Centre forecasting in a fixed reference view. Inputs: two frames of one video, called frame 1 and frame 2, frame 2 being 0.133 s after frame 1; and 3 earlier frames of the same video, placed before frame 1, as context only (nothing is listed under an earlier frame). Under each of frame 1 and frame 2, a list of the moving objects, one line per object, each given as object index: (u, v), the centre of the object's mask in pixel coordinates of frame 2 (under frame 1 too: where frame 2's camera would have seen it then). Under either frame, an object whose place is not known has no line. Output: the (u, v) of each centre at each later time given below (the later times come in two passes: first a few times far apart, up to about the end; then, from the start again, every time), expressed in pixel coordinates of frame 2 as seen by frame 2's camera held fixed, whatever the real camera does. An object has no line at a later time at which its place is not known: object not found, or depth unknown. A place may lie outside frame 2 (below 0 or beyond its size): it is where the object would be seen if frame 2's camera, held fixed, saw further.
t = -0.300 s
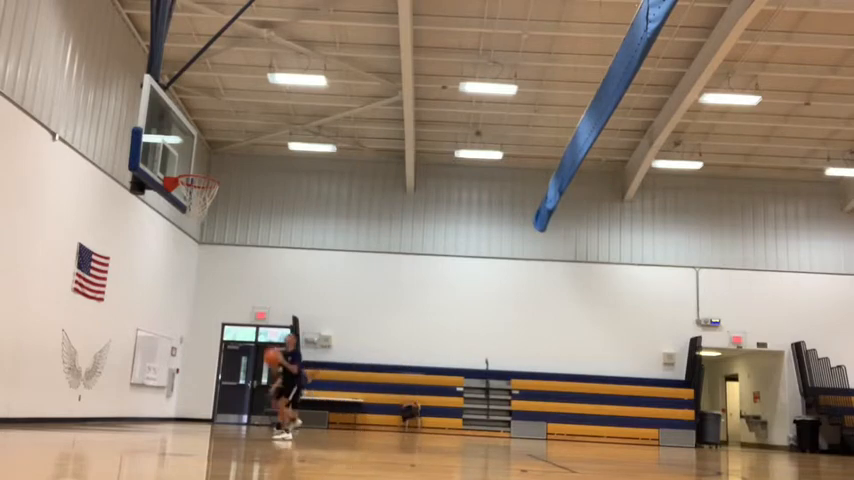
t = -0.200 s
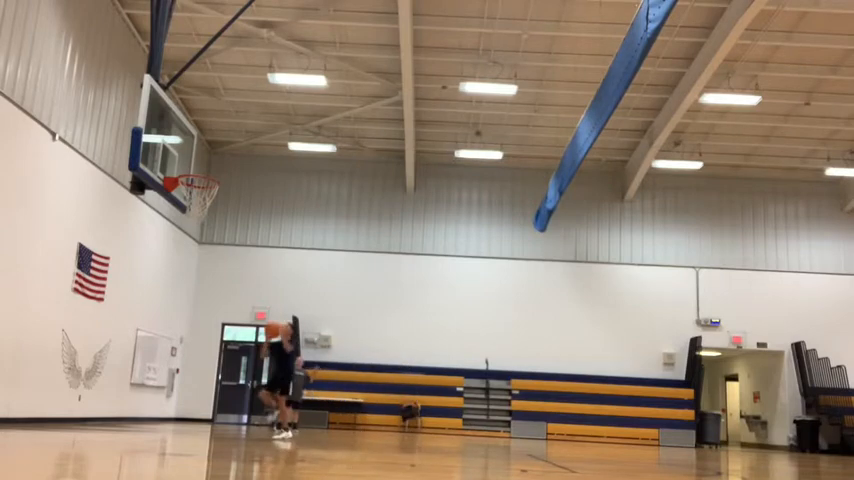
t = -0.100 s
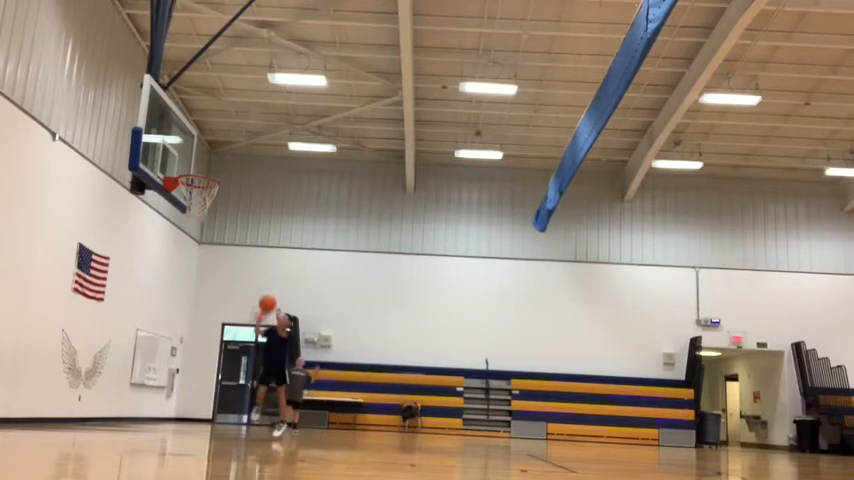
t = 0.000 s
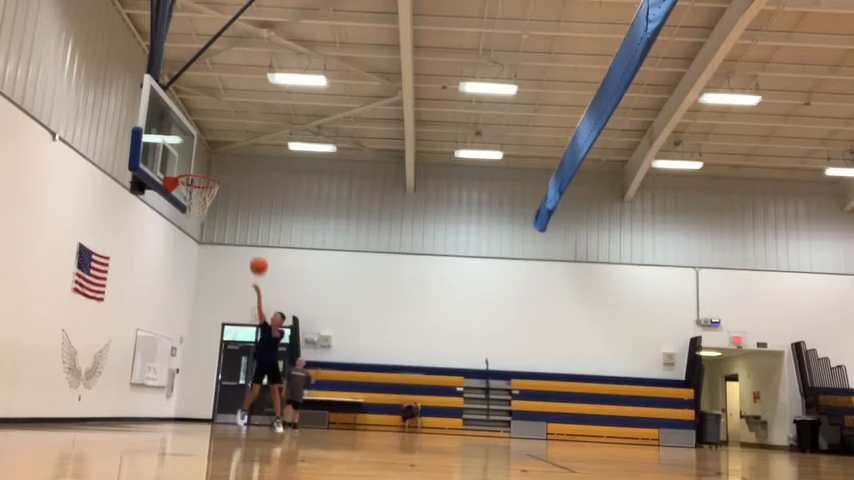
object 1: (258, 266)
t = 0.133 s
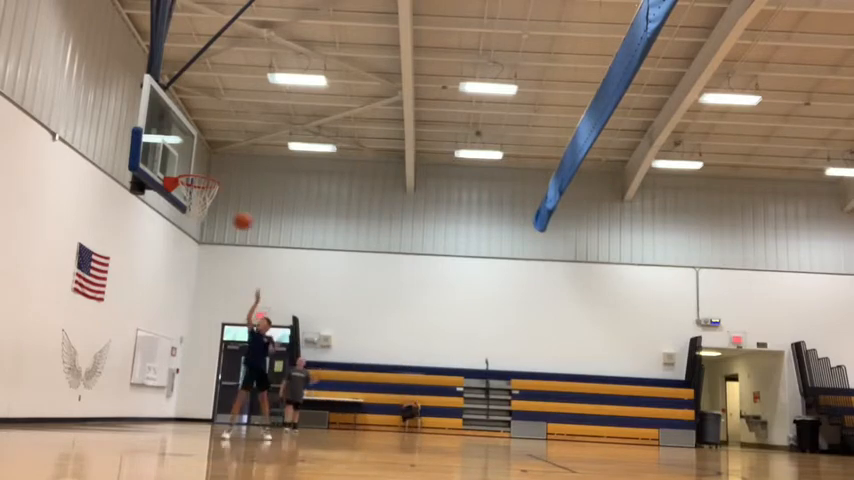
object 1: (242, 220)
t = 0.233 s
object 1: (229, 195)
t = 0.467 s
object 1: (193, 160)
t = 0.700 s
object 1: (196, 168)
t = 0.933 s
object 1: (206, 199)
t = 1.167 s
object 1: (208, 231)
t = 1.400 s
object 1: (202, 307)
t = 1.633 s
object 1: (193, 427)
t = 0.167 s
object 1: (238, 212)
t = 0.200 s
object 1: (234, 203)
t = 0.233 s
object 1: (229, 195)
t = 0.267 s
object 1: (226, 188)
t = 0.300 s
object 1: (221, 180)
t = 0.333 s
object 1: (215, 174)
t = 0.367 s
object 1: (210, 170)
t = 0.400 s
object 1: (205, 166)
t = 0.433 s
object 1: (199, 162)
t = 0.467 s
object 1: (193, 160)
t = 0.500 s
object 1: (188, 158)
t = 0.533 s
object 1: (188, 158)
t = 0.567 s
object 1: (188, 158)
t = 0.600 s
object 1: (191, 160)
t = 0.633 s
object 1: (193, 163)
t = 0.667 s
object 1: (193, 165)
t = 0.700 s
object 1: (196, 168)
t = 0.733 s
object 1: (197, 173)
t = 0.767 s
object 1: (197, 181)
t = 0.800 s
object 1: (199, 188)
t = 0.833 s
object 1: (201, 191)
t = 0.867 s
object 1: (203, 195)
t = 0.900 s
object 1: (205, 197)
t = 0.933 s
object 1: (206, 199)
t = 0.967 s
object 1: (207, 199)
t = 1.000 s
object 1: (208, 204)
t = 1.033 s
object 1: (208, 208)
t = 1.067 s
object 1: (208, 212)
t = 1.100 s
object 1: (208, 218)
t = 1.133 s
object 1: (207, 224)
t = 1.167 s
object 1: (208, 231)
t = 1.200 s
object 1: (207, 239)
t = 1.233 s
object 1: (206, 249)
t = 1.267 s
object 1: (206, 259)
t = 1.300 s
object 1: (205, 270)
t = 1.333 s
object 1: (204, 281)
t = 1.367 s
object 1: (203, 294)
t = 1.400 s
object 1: (202, 307)
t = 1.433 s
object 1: (201, 322)
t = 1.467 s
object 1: (200, 337)
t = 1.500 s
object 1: (199, 353)
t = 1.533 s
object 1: (198, 370)
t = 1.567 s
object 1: (196, 388)
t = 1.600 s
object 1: (194, 407)
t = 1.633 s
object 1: (193, 427)
